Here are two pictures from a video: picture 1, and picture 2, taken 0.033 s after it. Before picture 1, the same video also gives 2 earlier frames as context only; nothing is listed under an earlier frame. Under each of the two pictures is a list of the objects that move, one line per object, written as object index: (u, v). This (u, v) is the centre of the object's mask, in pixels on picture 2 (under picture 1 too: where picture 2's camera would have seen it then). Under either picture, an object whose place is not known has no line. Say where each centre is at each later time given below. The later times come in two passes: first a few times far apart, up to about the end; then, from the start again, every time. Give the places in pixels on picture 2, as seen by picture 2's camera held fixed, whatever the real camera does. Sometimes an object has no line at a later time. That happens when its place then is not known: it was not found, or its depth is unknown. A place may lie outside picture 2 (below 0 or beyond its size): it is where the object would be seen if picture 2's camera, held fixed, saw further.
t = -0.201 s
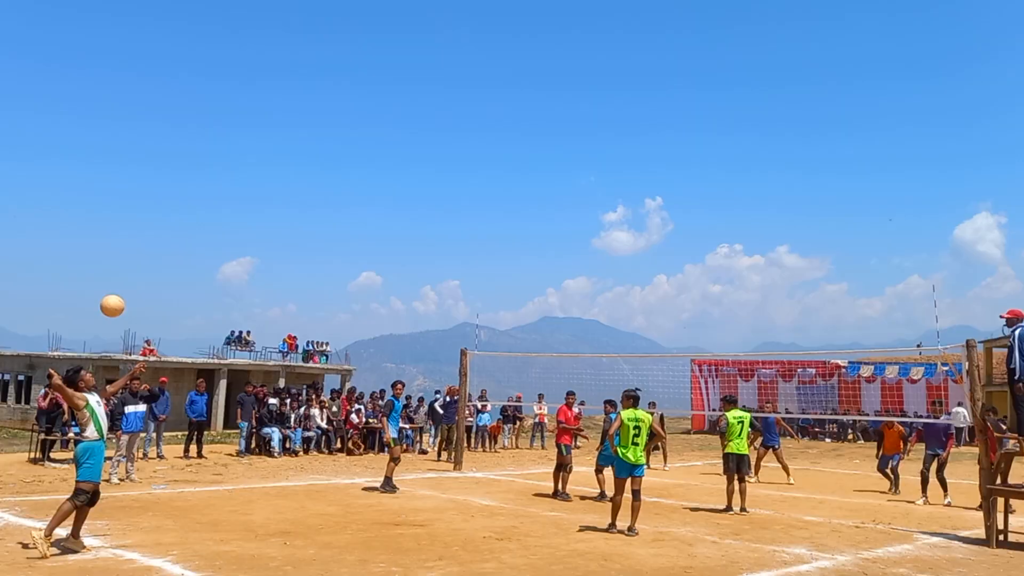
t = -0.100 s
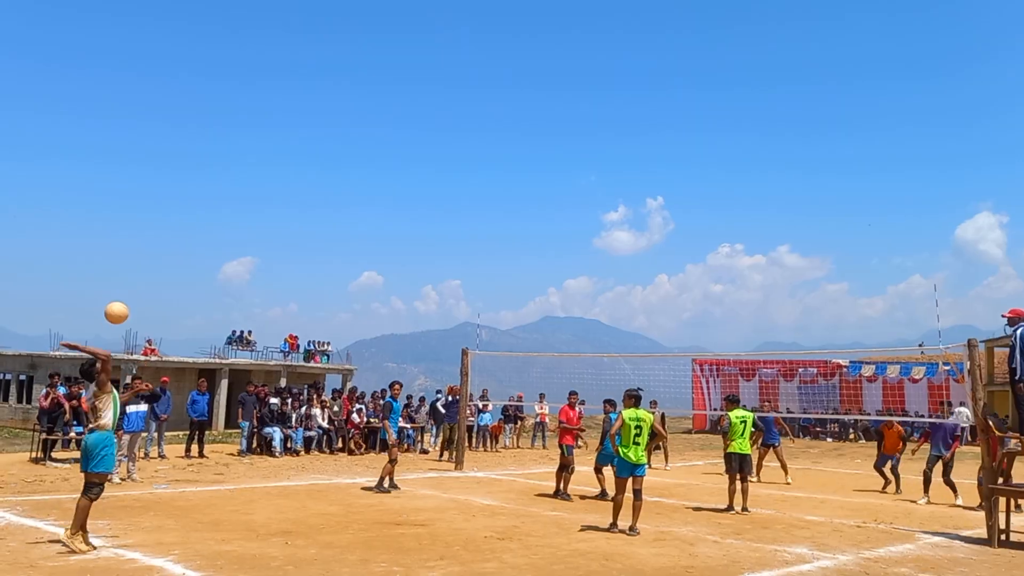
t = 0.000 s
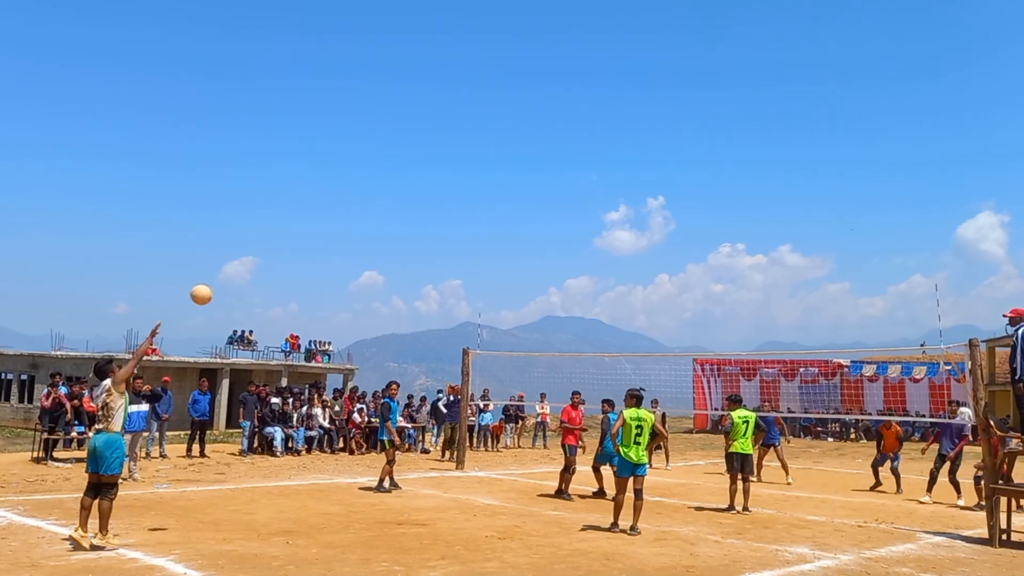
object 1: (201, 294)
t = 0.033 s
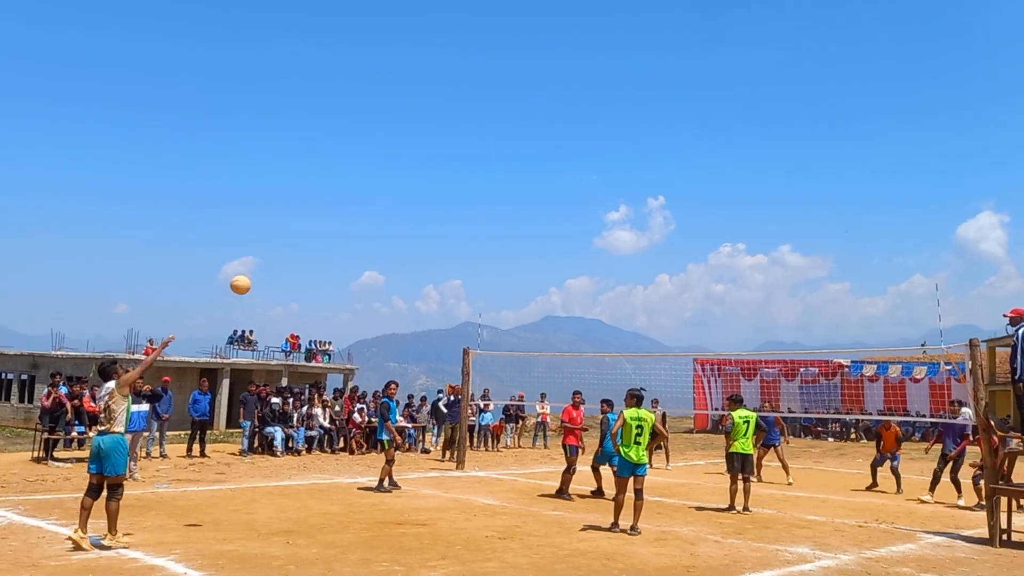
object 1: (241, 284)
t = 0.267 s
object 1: (444, 252)
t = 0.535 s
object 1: (591, 266)
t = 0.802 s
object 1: (688, 313)
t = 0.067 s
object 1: (276, 276)
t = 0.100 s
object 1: (310, 270)
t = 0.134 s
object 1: (341, 264)
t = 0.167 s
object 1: (370, 260)
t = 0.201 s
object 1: (396, 257)
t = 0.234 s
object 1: (421, 254)
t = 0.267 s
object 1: (444, 252)
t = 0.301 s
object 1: (466, 251)
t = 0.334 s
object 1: (487, 251)
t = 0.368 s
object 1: (507, 252)
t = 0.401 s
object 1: (525, 253)
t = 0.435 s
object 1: (543, 256)
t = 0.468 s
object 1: (560, 258)
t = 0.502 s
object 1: (576, 262)
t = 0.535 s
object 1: (591, 266)
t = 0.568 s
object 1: (605, 270)
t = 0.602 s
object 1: (619, 275)
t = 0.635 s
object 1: (632, 281)
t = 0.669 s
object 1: (644, 286)
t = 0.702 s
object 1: (656, 292)
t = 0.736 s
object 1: (667, 299)
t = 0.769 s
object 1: (678, 306)
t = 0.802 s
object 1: (688, 313)
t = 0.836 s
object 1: (698, 321)
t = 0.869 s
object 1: (708, 328)
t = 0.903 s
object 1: (717, 337)
